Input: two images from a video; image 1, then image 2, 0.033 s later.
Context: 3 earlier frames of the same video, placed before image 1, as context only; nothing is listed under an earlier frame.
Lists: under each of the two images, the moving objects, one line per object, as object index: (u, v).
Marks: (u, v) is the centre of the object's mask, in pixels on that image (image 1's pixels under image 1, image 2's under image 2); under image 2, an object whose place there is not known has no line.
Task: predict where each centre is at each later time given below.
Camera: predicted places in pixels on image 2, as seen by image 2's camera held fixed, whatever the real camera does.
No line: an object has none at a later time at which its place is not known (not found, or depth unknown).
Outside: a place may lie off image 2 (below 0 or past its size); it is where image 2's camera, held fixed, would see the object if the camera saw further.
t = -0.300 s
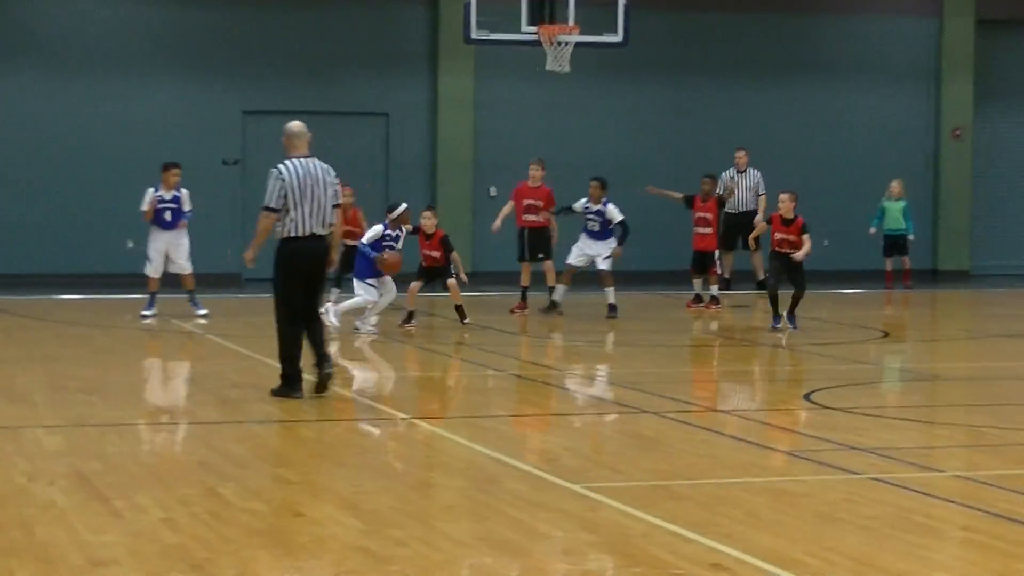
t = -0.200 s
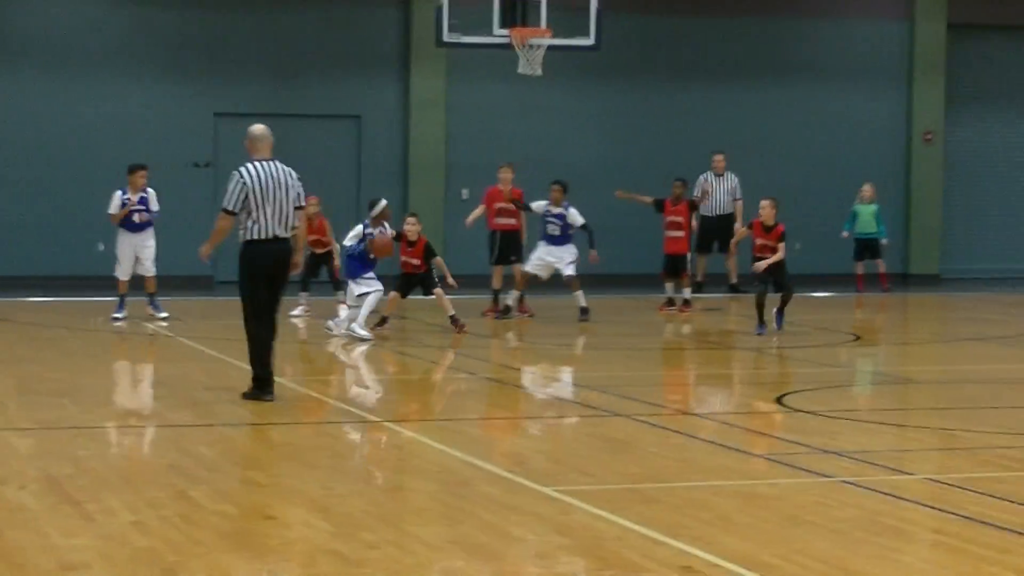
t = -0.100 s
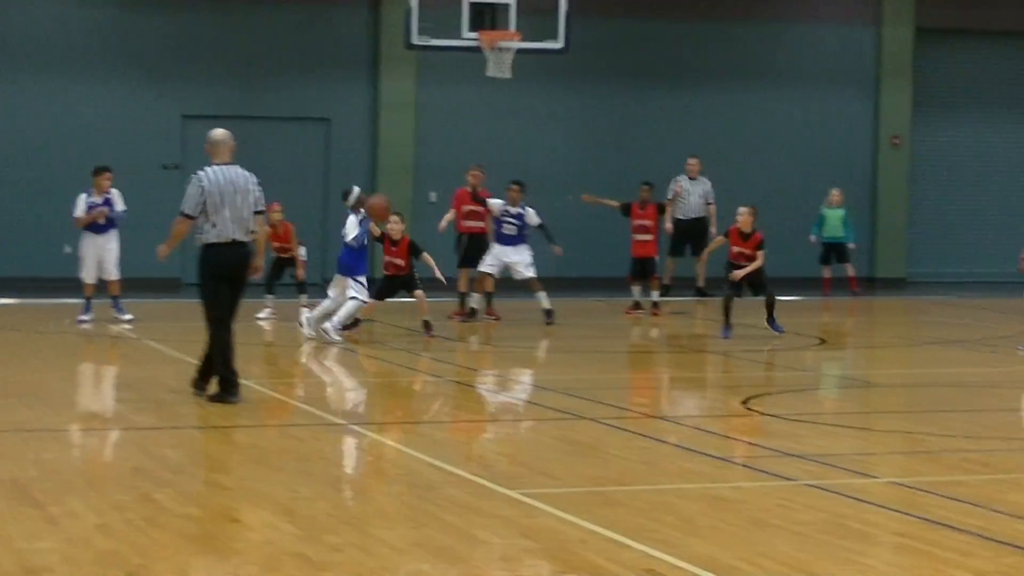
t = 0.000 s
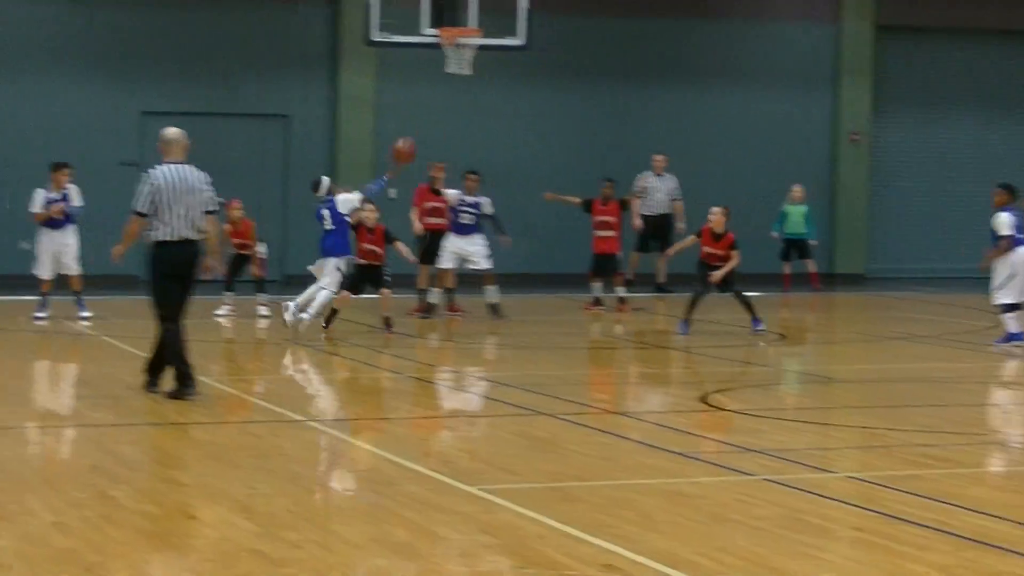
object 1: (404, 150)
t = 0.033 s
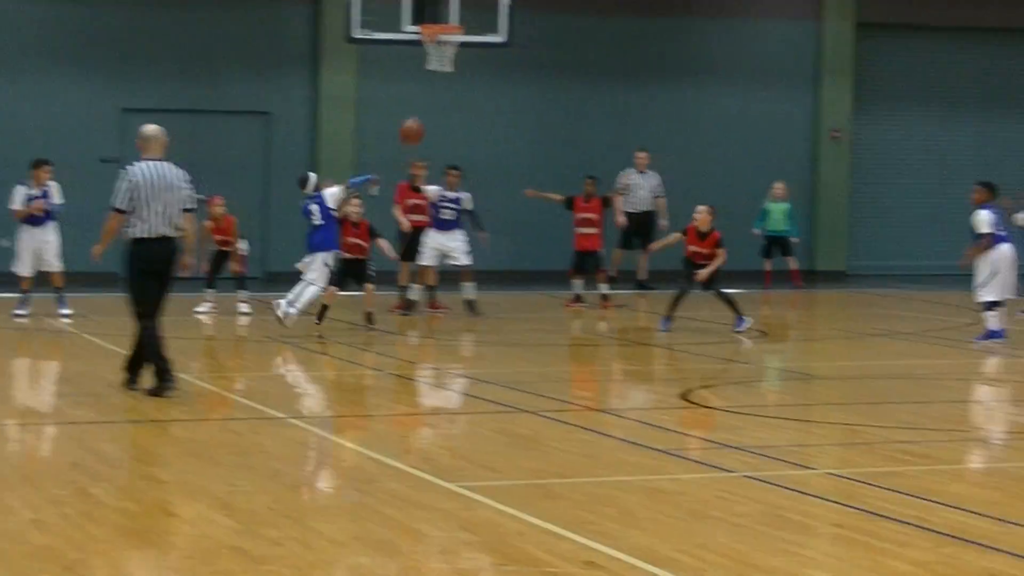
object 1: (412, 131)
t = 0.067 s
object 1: (433, 116)
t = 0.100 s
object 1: (455, 101)
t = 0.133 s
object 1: (475, 91)
